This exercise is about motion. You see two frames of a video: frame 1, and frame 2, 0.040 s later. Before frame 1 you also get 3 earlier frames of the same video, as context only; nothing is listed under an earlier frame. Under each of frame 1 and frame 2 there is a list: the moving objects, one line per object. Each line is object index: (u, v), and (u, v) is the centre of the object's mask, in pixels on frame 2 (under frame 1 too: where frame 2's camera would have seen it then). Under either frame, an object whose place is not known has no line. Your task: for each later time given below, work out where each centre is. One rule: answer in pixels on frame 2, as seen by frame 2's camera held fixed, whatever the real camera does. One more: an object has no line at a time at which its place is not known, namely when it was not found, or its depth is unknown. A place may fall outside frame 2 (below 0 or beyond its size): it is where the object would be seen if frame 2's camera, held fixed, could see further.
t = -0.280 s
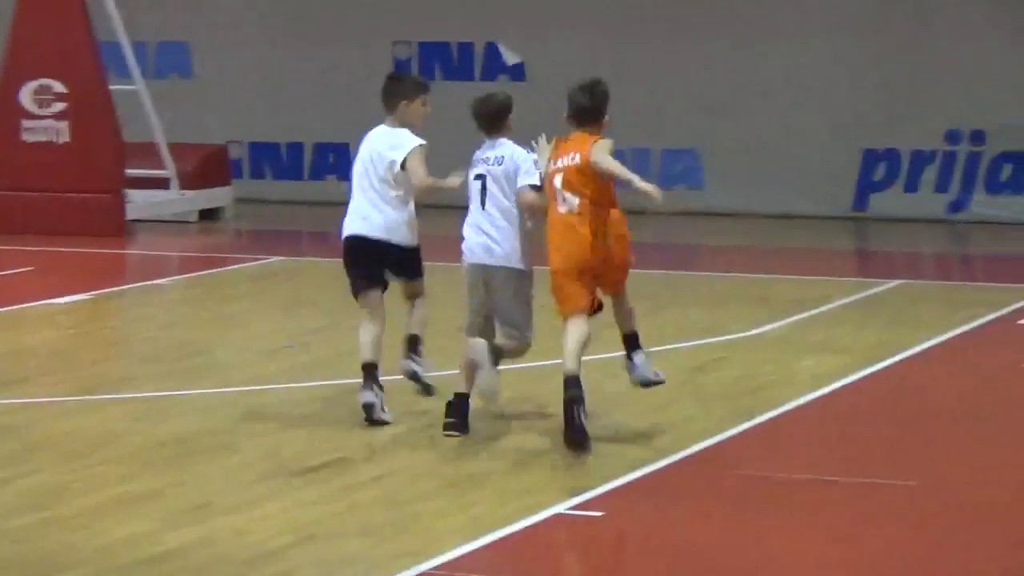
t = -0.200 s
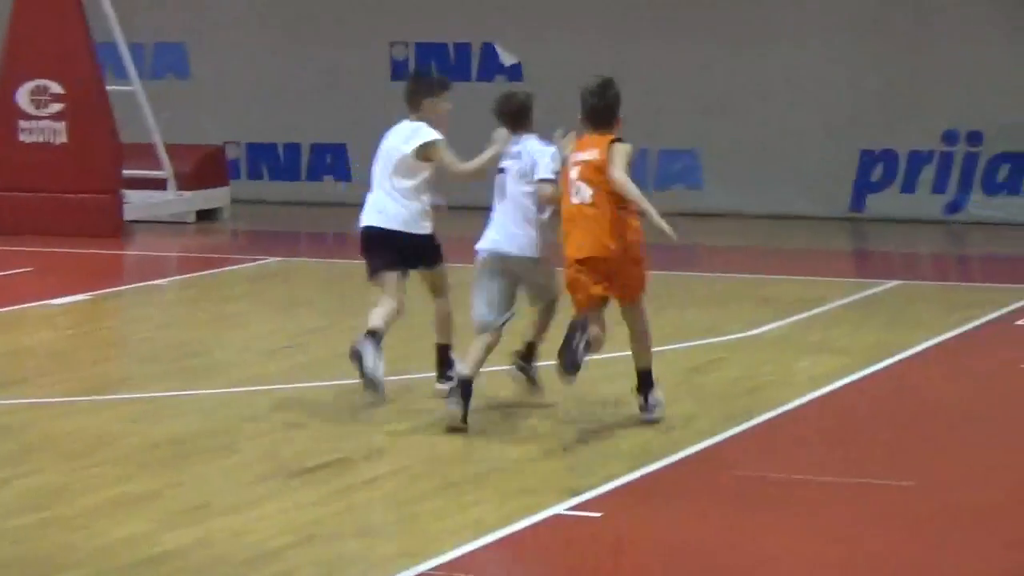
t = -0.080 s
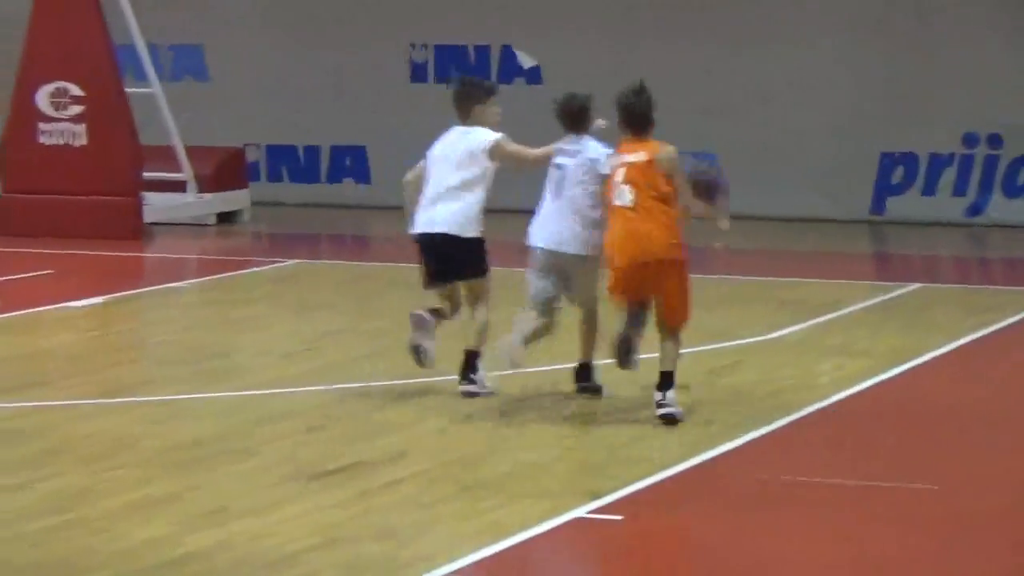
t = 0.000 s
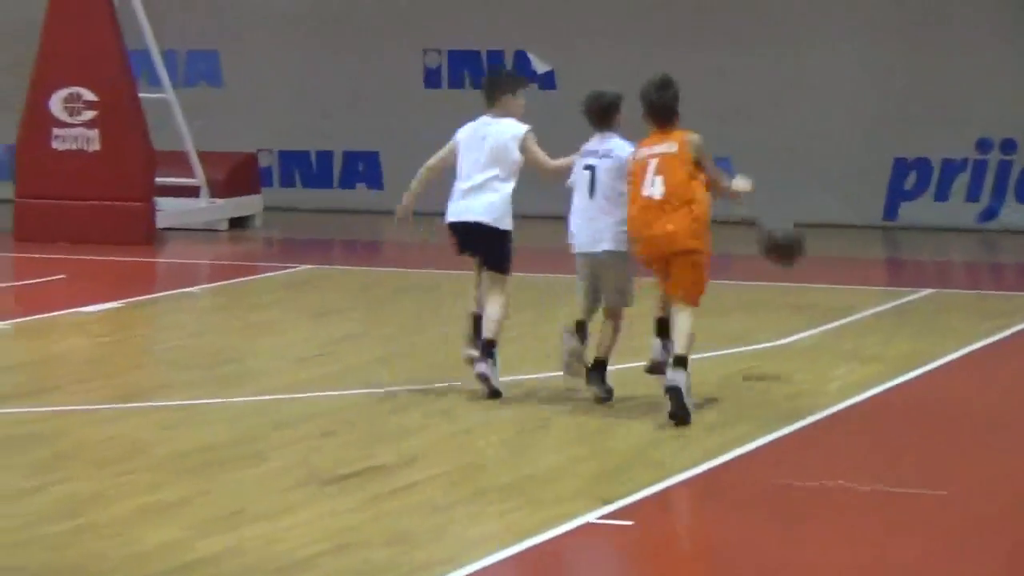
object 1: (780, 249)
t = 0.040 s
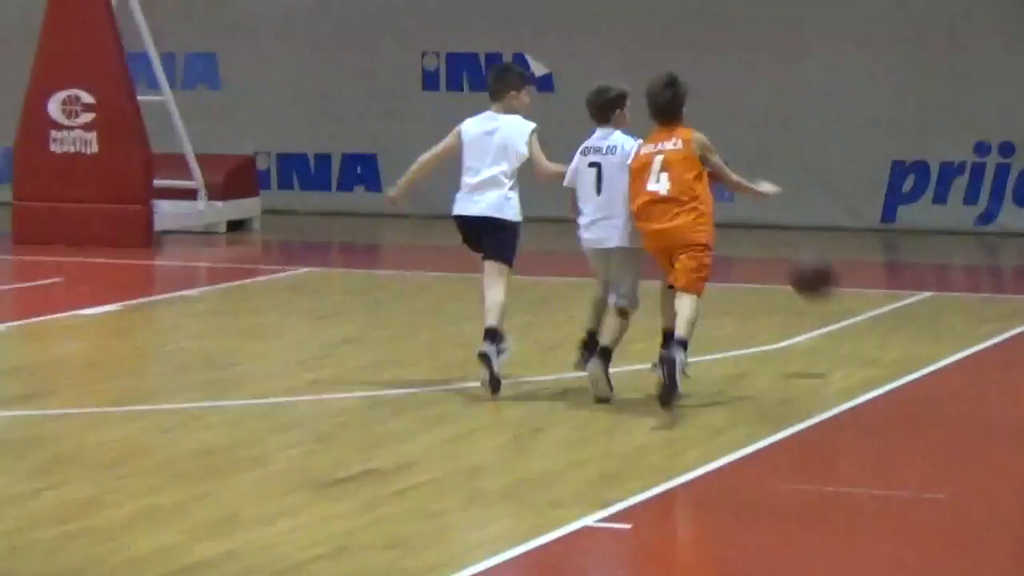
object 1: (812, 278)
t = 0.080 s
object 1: (845, 310)
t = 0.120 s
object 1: (874, 344)
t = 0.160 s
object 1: (887, 320)
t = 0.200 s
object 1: (897, 289)
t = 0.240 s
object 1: (907, 271)
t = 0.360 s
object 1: (932, 208)
